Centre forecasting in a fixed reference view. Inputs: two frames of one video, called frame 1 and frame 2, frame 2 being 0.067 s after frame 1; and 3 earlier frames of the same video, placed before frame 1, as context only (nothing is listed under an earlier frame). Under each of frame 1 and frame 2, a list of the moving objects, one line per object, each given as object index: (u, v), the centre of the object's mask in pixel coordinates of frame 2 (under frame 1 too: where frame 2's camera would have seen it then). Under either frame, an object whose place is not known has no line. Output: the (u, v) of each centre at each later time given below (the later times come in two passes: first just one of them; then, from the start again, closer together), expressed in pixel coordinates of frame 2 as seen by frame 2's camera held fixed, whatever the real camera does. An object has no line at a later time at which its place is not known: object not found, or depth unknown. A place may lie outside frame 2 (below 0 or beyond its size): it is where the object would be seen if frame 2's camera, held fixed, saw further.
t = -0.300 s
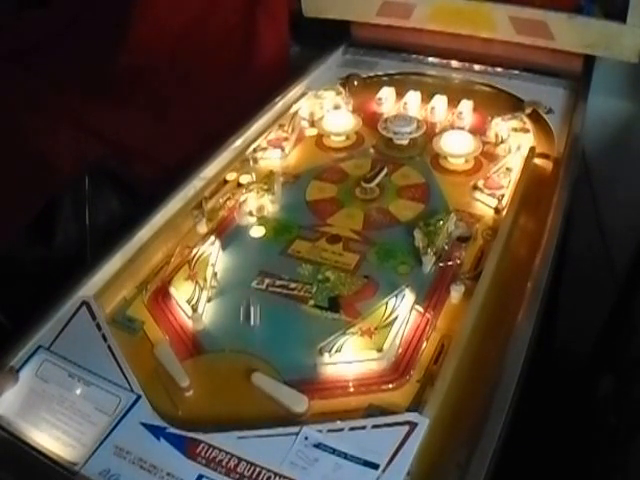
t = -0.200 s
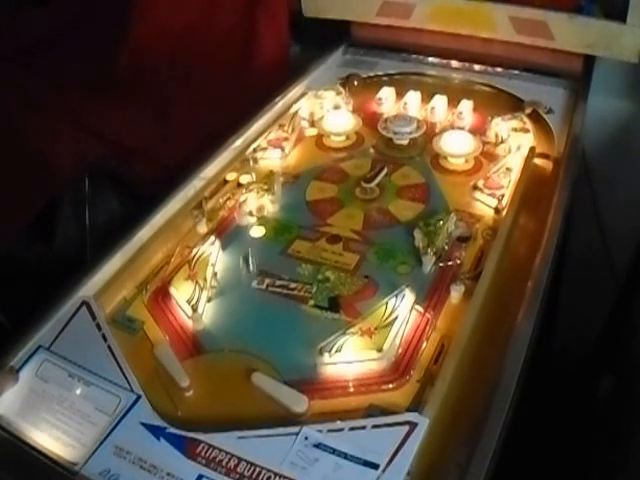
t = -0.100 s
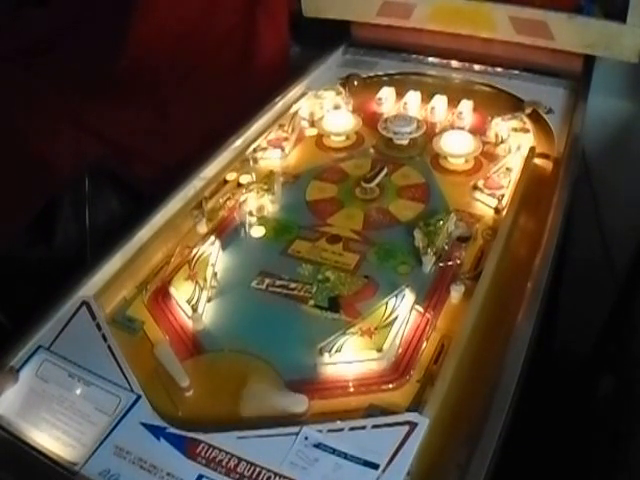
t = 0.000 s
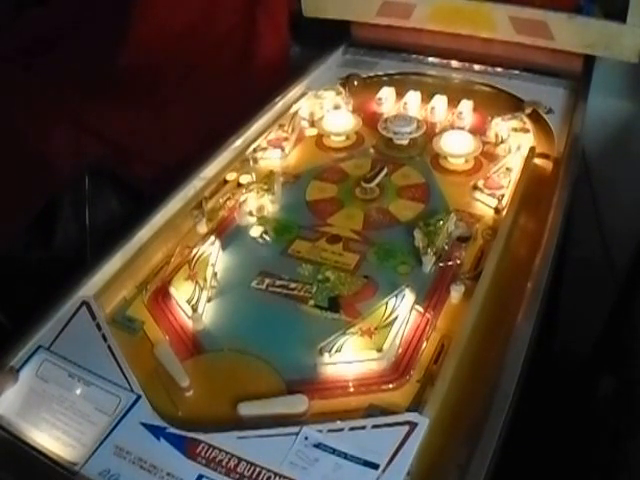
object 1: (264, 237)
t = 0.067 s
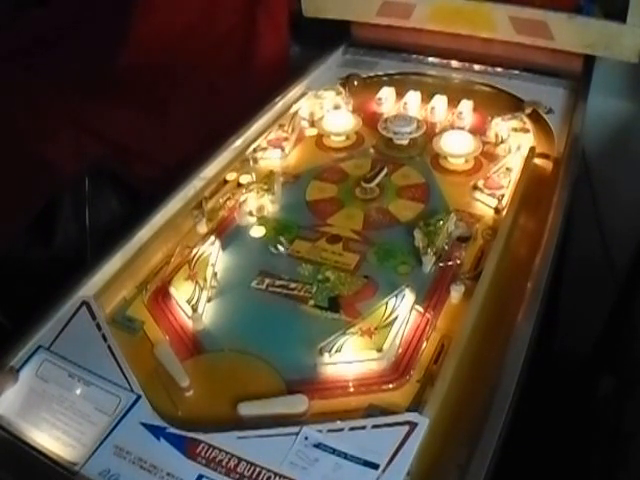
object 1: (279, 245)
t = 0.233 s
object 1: (313, 276)
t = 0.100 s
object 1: (284, 250)
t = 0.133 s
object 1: (290, 258)
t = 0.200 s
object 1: (307, 271)
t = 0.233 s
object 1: (313, 276)
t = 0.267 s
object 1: (321, 288)
